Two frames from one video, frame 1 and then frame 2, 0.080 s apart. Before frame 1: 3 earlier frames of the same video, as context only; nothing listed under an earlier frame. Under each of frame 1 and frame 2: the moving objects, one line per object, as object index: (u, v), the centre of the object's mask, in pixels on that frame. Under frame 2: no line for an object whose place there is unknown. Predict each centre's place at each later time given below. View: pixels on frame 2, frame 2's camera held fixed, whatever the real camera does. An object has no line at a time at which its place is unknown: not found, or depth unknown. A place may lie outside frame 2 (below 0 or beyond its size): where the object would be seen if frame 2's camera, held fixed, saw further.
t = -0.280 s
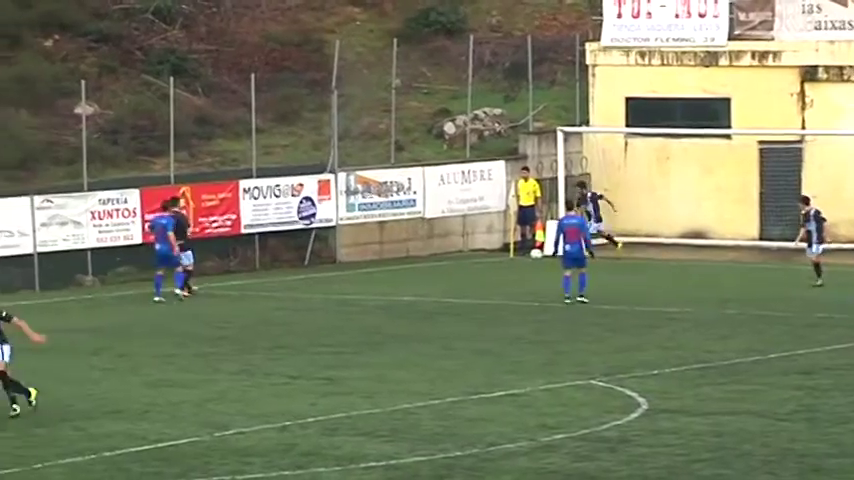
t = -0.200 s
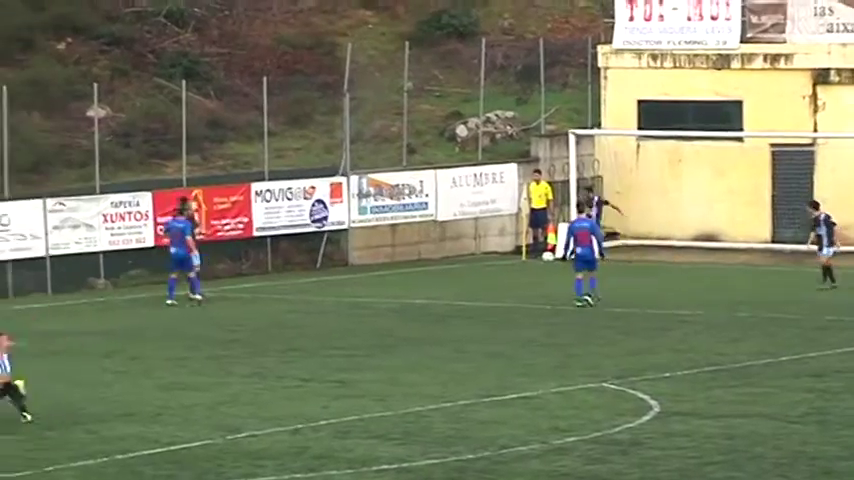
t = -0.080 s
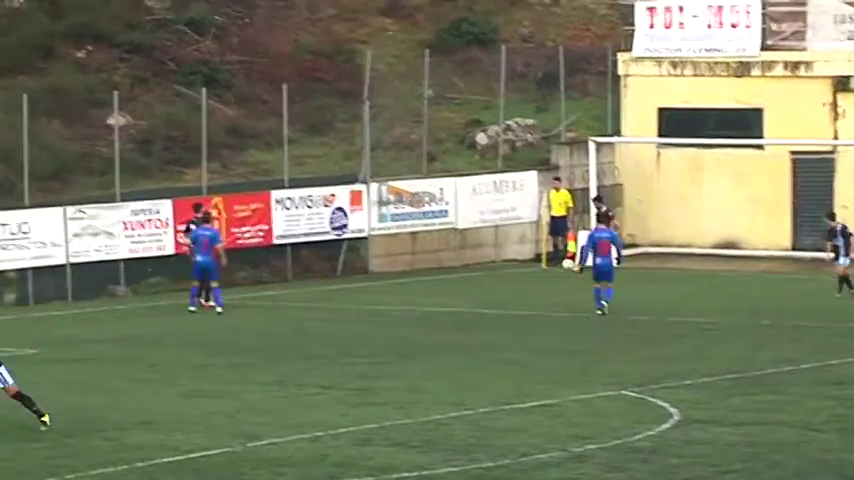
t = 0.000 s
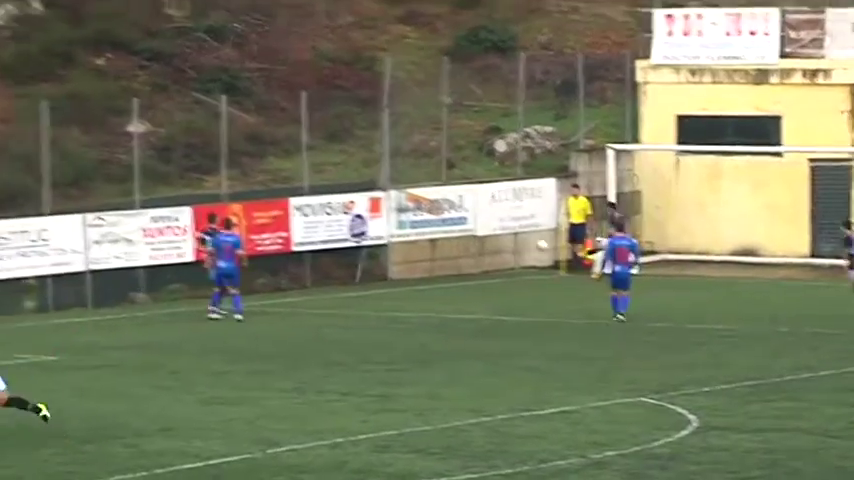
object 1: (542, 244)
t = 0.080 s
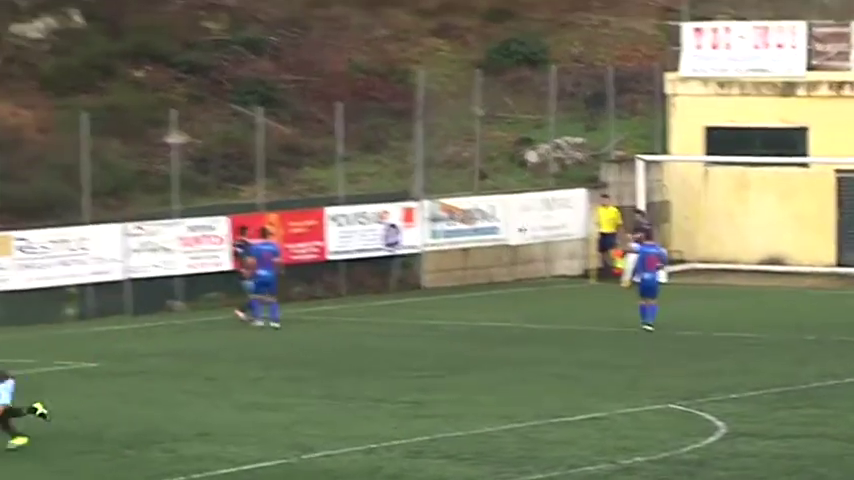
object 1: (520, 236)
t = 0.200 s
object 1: (451, 189)
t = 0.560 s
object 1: (263, 126)
